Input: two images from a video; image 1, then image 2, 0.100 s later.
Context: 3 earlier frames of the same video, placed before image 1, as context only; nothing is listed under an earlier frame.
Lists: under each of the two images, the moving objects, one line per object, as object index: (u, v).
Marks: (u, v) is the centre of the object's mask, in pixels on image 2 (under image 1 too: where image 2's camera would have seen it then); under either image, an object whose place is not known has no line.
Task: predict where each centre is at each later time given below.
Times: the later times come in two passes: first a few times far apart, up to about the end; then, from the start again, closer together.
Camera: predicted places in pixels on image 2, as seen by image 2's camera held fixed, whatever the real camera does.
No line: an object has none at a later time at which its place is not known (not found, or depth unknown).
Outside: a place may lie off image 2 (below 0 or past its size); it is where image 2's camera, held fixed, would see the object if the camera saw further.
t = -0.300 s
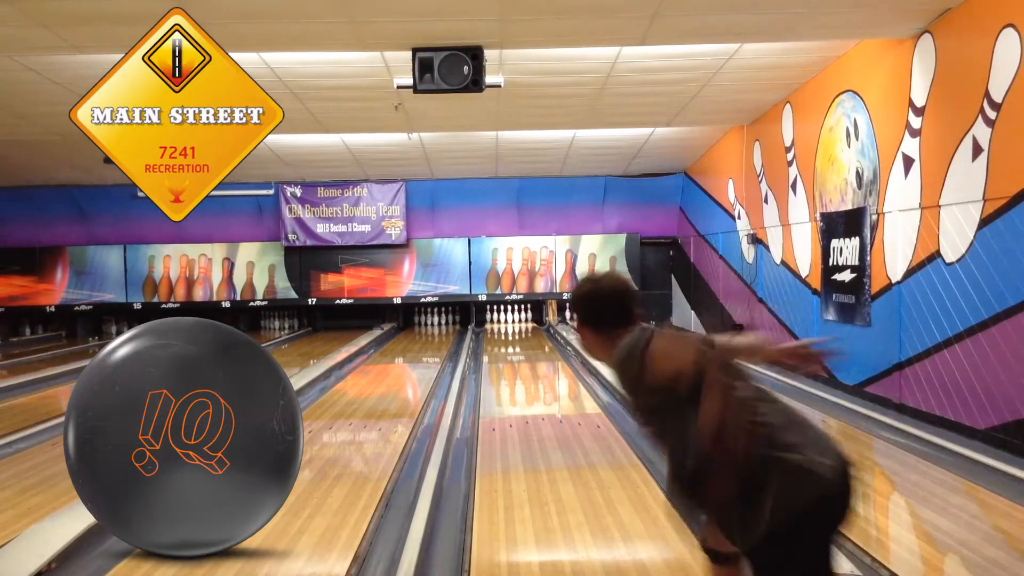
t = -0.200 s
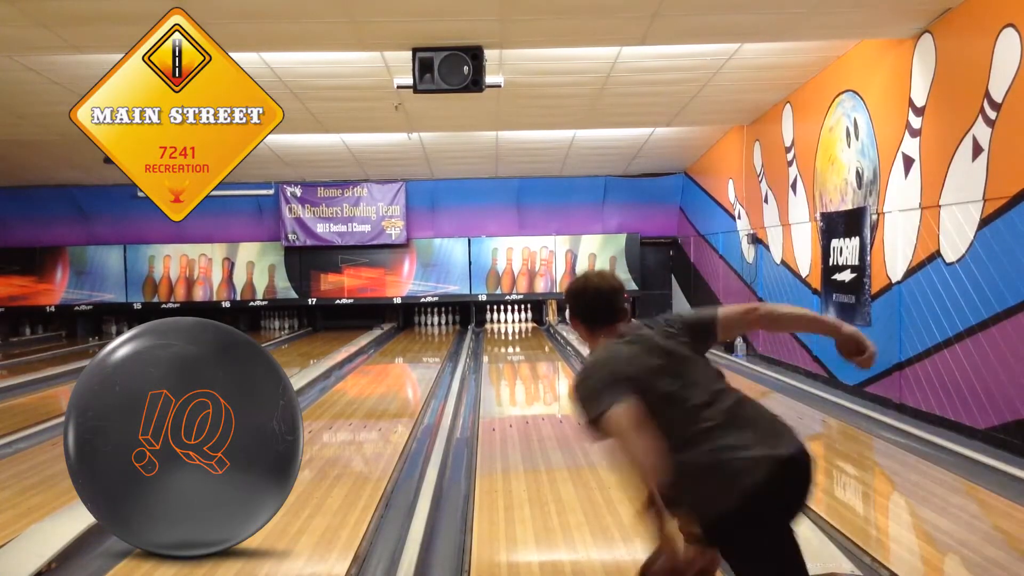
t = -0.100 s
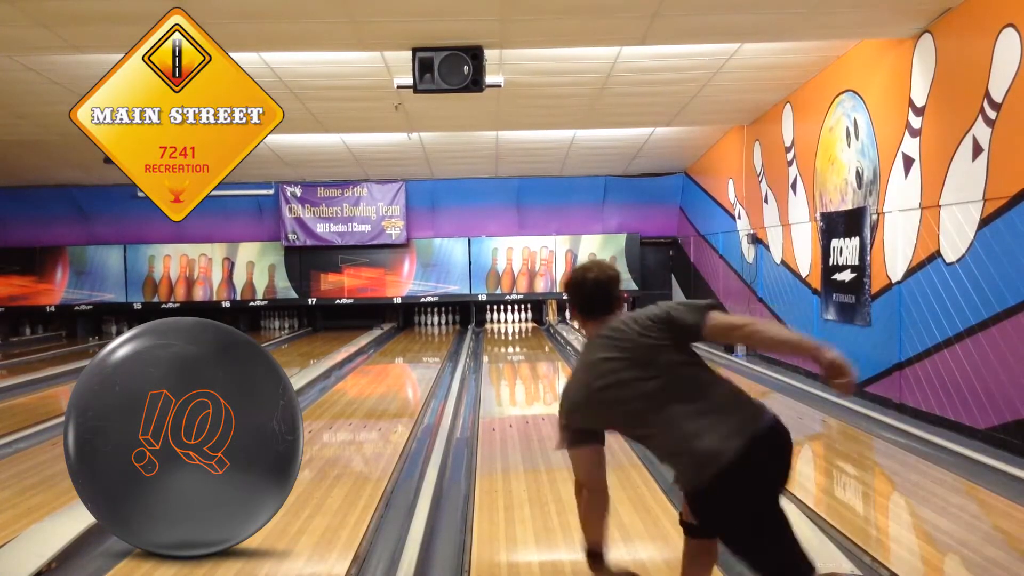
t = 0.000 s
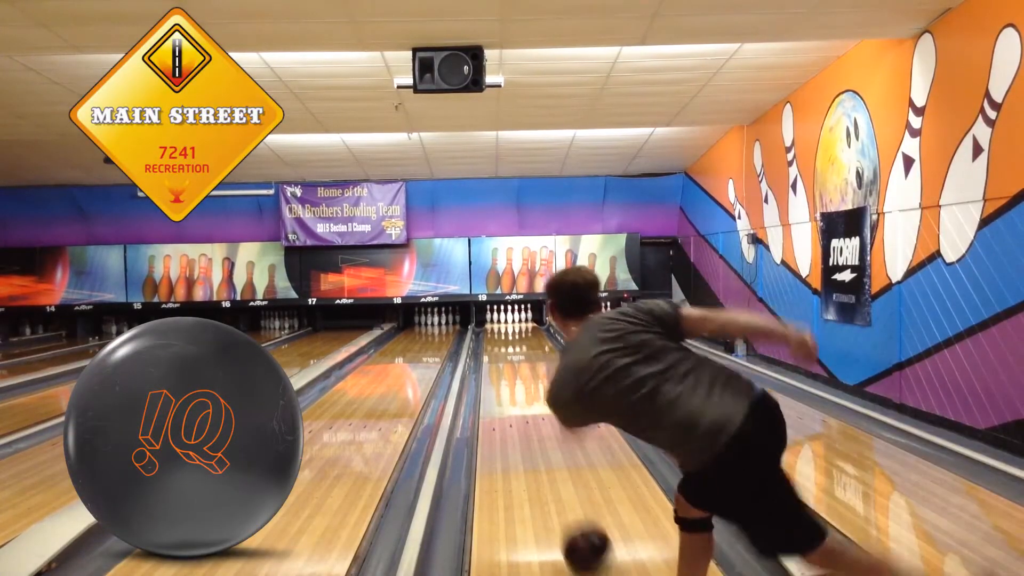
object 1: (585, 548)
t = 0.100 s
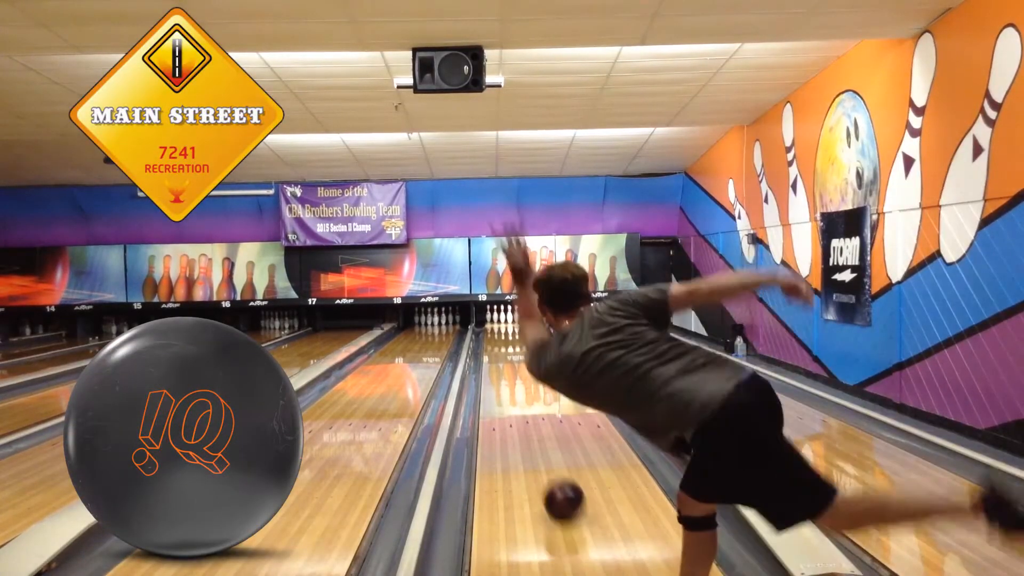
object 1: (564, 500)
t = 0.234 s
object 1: (543, 456)
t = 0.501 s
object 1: (517, 404)
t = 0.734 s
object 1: (507, 378)
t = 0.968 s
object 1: (500, 360)
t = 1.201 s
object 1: (495, 347)
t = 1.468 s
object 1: (492, 336)
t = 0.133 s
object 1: (558, 487)
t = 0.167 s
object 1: (552, 476)
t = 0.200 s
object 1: (547, 465)
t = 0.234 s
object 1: (543, 456)
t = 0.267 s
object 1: (539, 448)
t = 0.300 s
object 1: (536, 440)
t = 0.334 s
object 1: (532, 433)
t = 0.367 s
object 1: (529, 426)
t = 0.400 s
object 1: (527, 420)
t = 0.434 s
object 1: (524, 415)
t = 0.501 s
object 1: (517, 404)
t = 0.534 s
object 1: (517, 400)
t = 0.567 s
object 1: (515, 395)
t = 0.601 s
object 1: (513, 392)
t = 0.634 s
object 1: (511, 388)
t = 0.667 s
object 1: (510, 384)
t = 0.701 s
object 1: (508, 381)
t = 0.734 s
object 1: (507, 378)
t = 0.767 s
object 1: (506, 375)
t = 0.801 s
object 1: (505, 372)
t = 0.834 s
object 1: (504, 369)
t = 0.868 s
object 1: (502, 367)
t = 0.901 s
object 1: (501, 364)
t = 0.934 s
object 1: (500, 362)
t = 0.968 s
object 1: (500, 360)
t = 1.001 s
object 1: (499, 358)
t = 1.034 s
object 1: (498, 356)
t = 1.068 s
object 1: (498, 354)
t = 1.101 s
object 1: (497, 352)
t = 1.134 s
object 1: (496, 350)
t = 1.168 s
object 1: (496, 349)
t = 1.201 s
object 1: (495, 347)
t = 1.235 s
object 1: (494, 346)
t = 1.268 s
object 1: (494, 344)
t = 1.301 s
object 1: (493, 342)
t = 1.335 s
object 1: (493, 341)
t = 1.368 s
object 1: (493, 339)
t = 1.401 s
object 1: (492, 338)
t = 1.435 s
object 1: (492, 337)
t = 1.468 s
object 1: (492, 336)
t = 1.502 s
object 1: (492, 335)
